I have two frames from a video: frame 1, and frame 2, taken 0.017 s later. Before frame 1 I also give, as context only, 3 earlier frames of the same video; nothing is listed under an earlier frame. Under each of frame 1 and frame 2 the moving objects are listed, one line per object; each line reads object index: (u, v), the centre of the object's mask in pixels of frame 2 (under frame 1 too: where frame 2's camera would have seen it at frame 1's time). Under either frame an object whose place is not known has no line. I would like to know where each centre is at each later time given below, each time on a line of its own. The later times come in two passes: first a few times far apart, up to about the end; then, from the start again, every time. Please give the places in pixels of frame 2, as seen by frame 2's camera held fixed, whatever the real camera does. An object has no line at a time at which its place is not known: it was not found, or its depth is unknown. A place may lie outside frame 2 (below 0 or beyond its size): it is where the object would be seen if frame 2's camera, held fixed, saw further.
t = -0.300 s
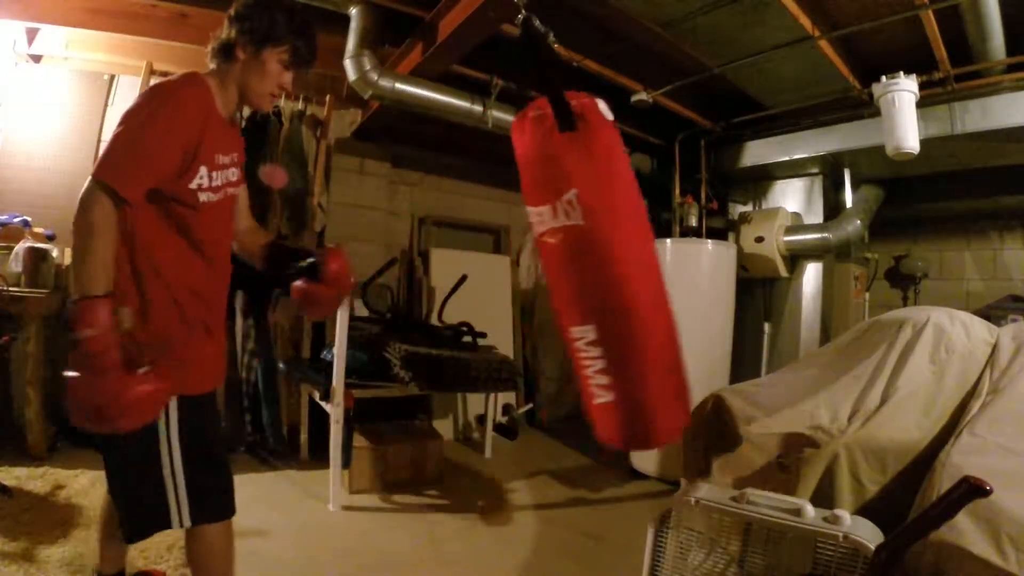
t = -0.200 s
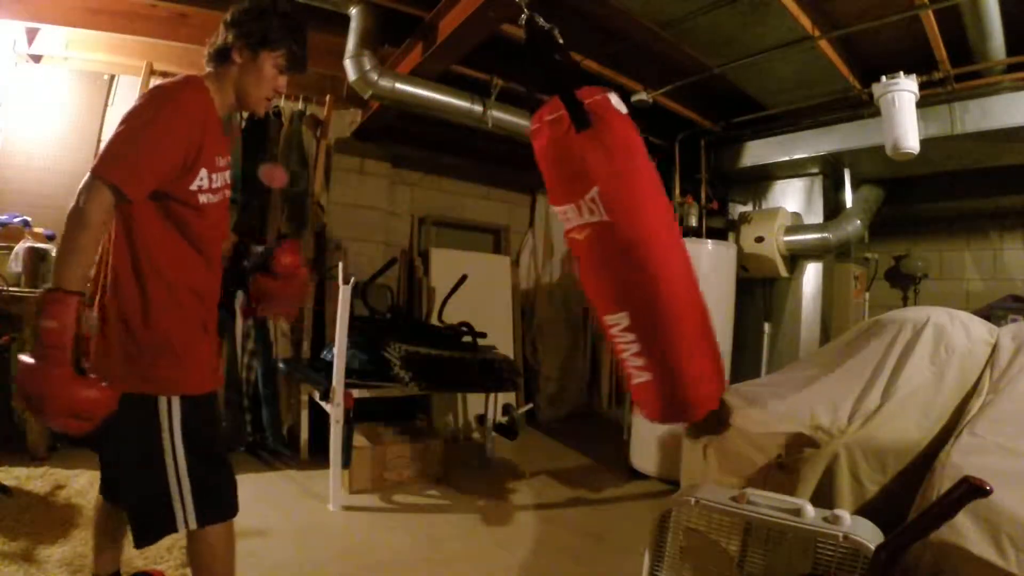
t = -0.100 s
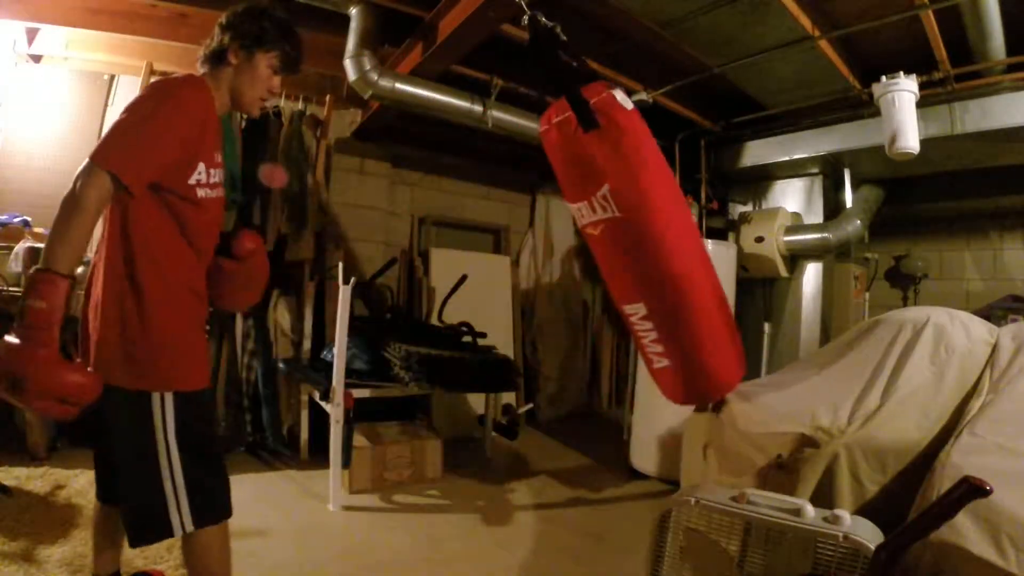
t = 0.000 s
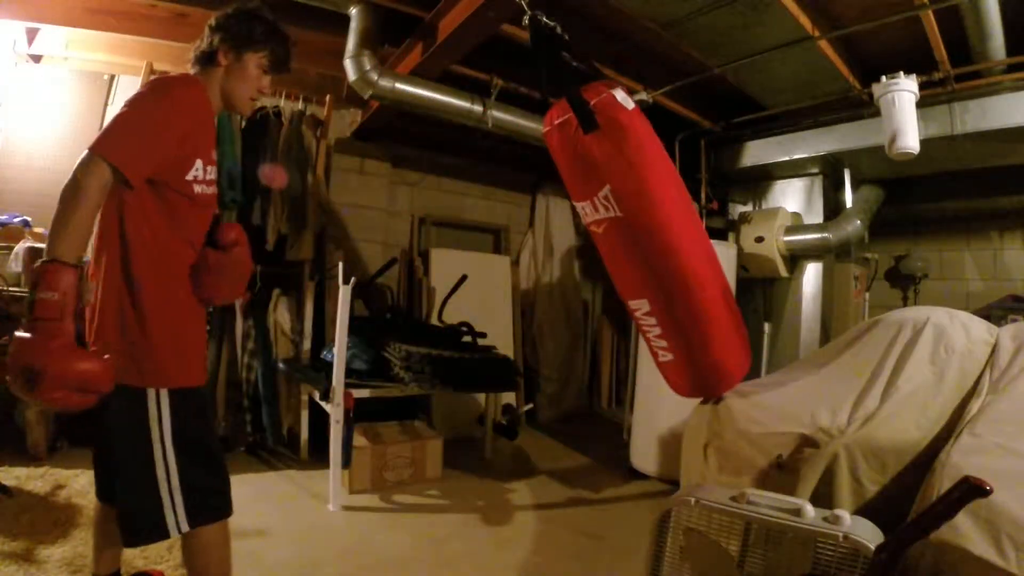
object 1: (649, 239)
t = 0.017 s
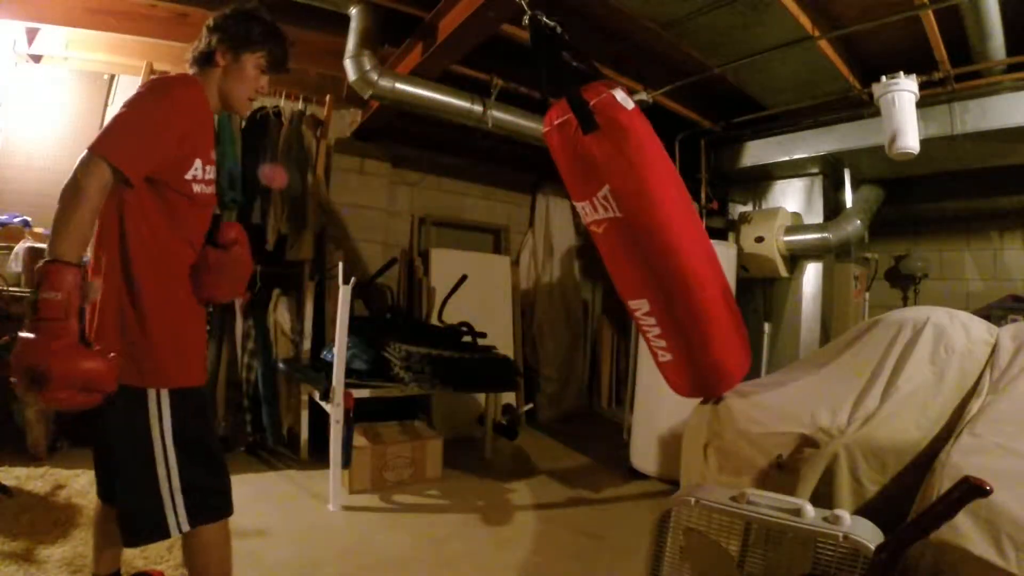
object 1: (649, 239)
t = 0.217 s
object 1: (632, 256)
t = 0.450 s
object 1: (554, 289)
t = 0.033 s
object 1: (649, 239)
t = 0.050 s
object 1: (649, 239)
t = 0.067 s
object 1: (648, 240)
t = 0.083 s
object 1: (647, 241)
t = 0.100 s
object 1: (646, 242)
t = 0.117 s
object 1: (645, 243)
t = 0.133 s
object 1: (643, 245)
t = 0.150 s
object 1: (642, 248)
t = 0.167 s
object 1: (640, 249)
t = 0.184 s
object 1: (638, 251)
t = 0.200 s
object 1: (635, 253)
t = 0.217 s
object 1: (632, 256)
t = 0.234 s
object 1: (629, 260)
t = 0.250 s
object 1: (625, 260)
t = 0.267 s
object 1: (622, 264)
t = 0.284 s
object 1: (617, 266)
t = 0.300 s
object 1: (612, 270)
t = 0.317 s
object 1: (606, 270)
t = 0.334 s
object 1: (602, 276)
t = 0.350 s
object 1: (595, 275)
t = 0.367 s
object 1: (590, 280)
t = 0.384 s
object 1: (582, 280)
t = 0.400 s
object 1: (575, 282)
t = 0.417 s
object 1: (568, 285)
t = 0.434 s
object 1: (561, 287)
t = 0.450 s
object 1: (554, 289)
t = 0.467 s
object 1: (546, 291)
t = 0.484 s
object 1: (537, 294)
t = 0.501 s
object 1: (528, 294)
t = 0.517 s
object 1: (519, 296)
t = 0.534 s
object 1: (510, 296)
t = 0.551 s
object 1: (501, 297)
